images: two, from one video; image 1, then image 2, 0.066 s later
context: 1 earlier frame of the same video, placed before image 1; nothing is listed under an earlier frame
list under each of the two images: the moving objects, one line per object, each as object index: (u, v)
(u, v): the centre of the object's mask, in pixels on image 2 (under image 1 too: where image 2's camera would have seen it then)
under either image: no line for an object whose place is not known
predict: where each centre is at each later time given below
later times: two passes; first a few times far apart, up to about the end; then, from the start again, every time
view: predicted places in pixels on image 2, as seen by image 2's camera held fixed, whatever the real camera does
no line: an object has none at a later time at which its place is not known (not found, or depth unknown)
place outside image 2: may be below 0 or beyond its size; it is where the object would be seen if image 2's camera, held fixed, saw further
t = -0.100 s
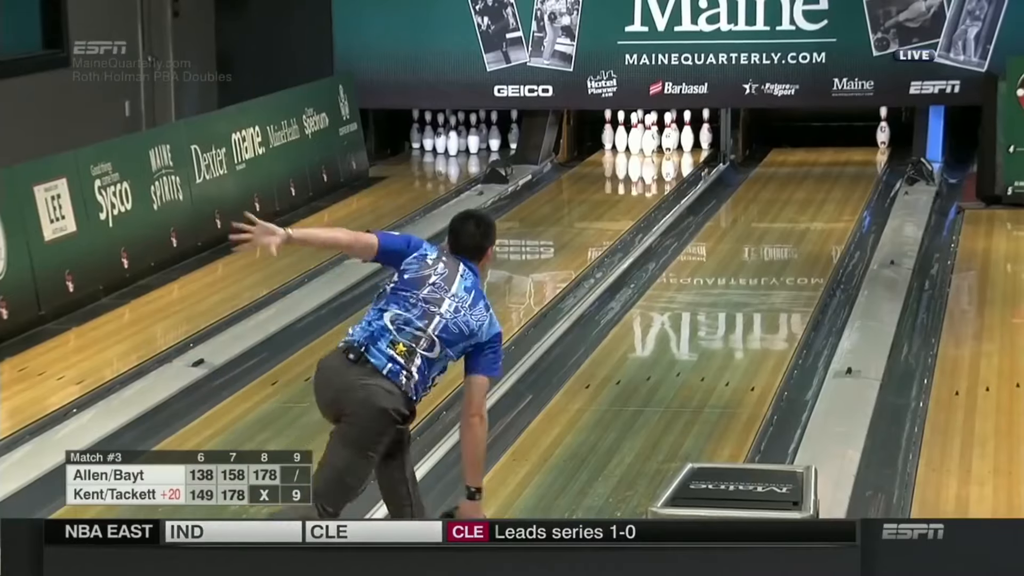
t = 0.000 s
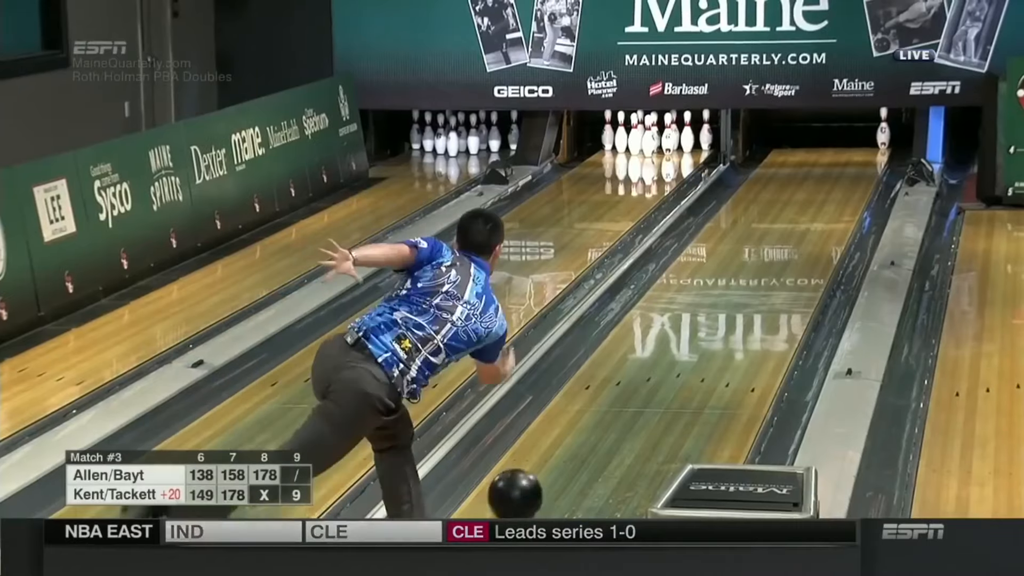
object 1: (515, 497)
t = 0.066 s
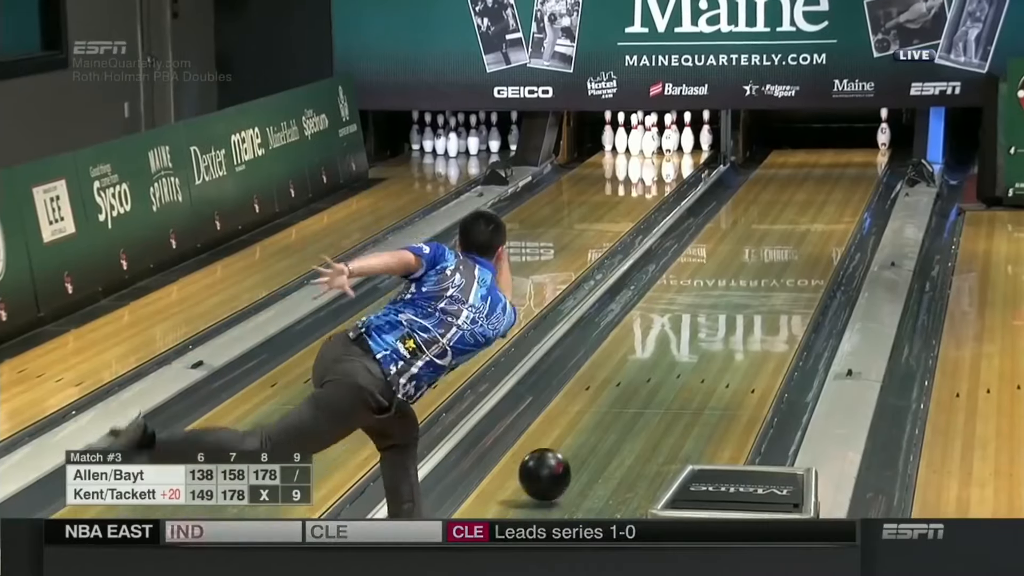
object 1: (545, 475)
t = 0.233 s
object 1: (608, 417)
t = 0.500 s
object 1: (686, 341)
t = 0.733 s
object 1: (738, 291)
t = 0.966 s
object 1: (779, 251)
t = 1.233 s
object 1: (817, 213)
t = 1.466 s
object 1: (845, 186)
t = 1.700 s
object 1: (866, 164)
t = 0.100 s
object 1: (558, 465)
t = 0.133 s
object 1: (571, 452)
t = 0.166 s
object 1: (584, 440)
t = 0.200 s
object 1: (596, 428)
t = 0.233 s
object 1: (608, 417)
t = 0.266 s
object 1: (619, 407)
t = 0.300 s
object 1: (630, 396)
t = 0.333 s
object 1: (640, 386)
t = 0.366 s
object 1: (650, 377)
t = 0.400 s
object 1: (659, 367)
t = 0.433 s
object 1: (669, 358)
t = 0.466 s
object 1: (677, 350)
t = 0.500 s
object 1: (686, 341)
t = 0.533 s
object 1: (694, 334)
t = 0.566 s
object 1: (702, 326)
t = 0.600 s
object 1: (710, 319)
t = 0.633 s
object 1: (717, 311)
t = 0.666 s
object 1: (724, 305)
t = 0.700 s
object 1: (731, 298)
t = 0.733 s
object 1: (738, 291)
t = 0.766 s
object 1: (744, 285)
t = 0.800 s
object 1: (751, 279)
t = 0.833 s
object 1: (757, 273)
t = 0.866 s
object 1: (763, 267)
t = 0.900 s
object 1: (768, 262)
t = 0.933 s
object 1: (774, 256)
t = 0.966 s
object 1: (779, 251)
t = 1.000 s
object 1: (784, 246)
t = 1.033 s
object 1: (789, 241)
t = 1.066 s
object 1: (795, 237)
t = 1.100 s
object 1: (799, 231)
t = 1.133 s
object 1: (804, 227)
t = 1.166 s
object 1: (808, 222)
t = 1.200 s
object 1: (813, 218)
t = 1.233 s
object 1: (817, 213)
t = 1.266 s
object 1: (822, 209)
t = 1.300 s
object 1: (826, 206)
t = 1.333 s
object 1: (830, 201)
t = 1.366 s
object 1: (834, 198)
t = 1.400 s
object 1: (837, 194)
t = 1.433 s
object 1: (841, 190)
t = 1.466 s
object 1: (845, 186)
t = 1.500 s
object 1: (848, 183)
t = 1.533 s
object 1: (851, 179)
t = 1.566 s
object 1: (854, 176)
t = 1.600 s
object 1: (857, 173)
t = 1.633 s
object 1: (860, 170)
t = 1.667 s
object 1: (863, 167)
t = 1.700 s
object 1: (866, 164)
